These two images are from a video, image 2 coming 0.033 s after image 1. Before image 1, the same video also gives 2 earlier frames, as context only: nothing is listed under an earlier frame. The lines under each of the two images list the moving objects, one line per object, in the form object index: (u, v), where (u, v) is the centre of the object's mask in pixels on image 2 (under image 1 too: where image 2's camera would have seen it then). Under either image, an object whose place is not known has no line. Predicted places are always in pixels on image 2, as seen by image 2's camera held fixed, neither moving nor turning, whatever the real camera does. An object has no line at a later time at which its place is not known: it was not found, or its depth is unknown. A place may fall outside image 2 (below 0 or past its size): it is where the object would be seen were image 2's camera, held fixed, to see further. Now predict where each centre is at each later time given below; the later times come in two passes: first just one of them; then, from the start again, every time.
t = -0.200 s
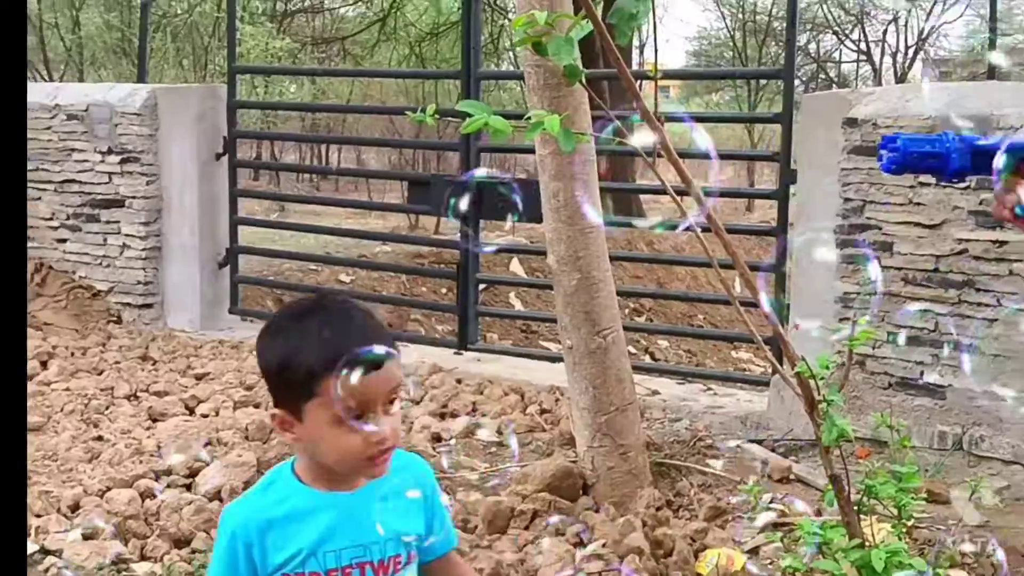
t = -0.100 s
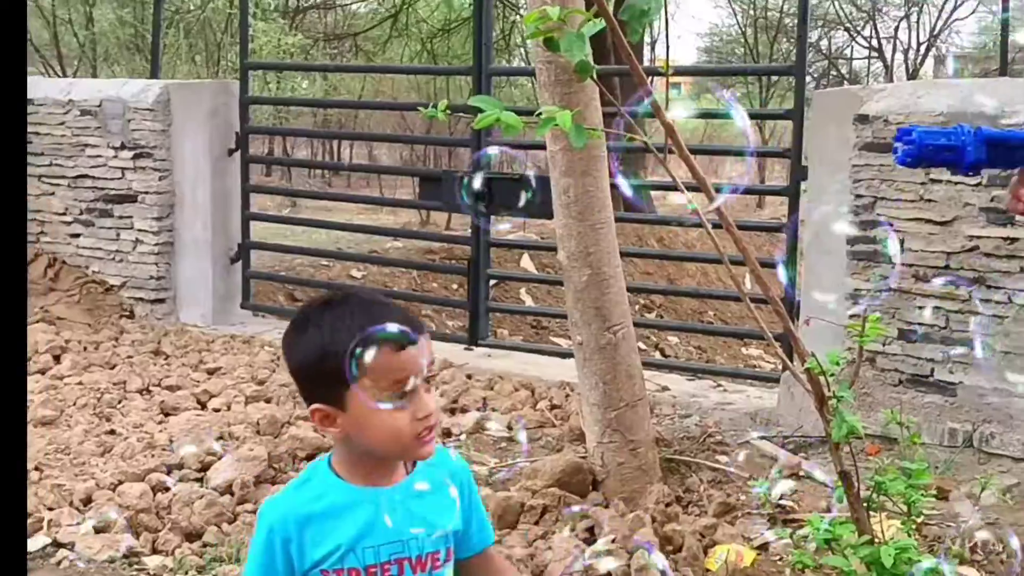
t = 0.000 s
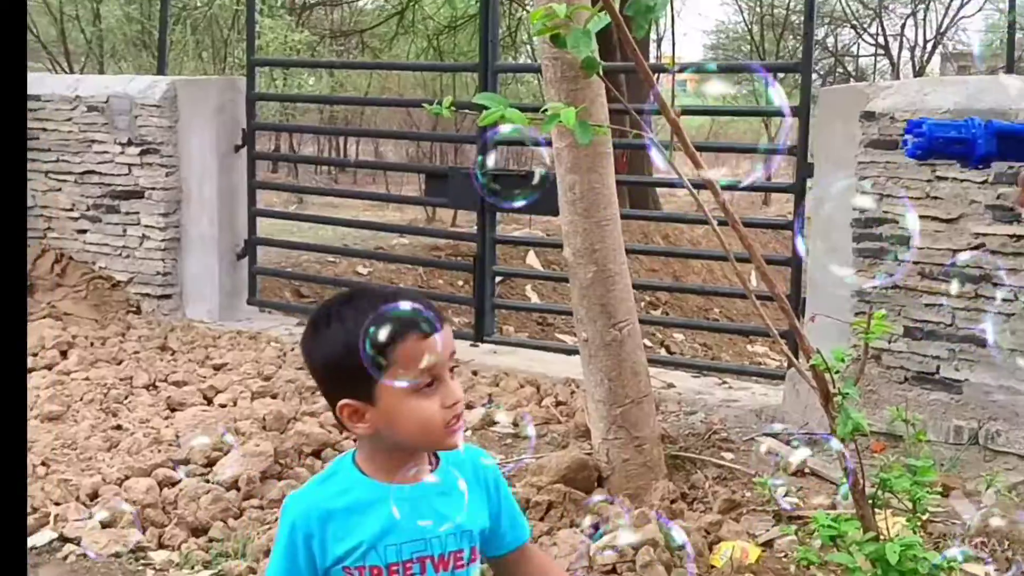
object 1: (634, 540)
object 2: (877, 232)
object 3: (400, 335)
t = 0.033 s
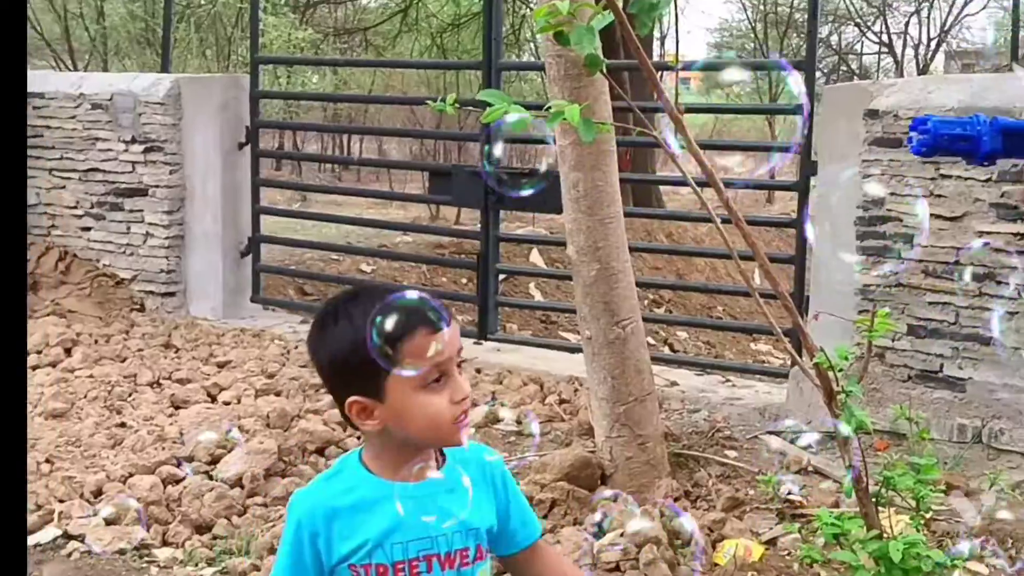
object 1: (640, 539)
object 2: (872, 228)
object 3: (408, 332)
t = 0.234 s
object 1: (651, 519)
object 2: (880, 185)
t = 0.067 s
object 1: (646, 536)
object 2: (874, 216)
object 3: (405, 320)
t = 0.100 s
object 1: (645, 537)
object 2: (868, 218)
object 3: (396, 324)
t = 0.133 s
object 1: (646, 534)
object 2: (872, 213)
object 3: (396, 317)
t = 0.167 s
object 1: (647, 529)
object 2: (873, 204)
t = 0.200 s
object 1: (647, 525)
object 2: (877, 195)
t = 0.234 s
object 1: (651, 519)
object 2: (880, 185)
